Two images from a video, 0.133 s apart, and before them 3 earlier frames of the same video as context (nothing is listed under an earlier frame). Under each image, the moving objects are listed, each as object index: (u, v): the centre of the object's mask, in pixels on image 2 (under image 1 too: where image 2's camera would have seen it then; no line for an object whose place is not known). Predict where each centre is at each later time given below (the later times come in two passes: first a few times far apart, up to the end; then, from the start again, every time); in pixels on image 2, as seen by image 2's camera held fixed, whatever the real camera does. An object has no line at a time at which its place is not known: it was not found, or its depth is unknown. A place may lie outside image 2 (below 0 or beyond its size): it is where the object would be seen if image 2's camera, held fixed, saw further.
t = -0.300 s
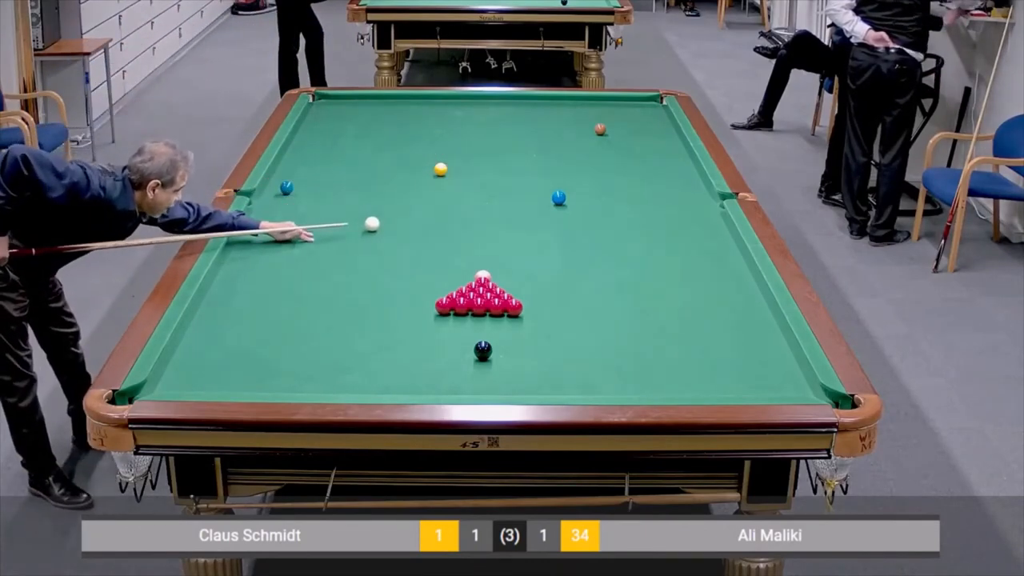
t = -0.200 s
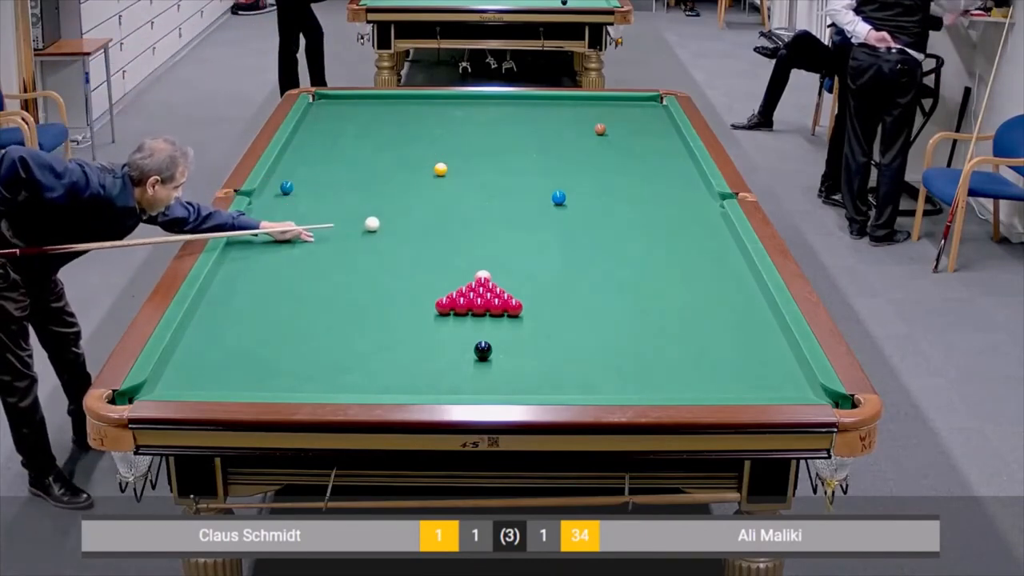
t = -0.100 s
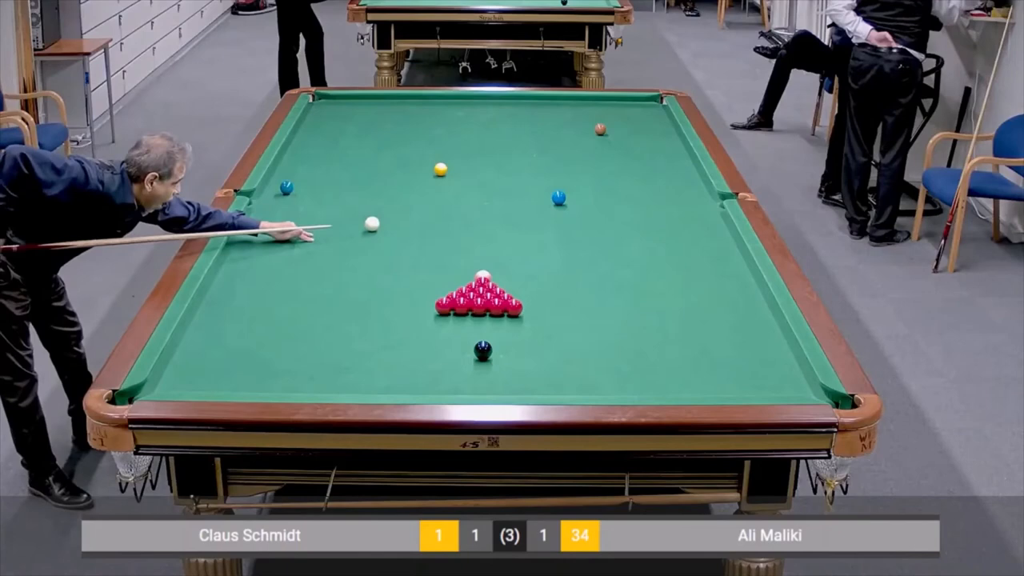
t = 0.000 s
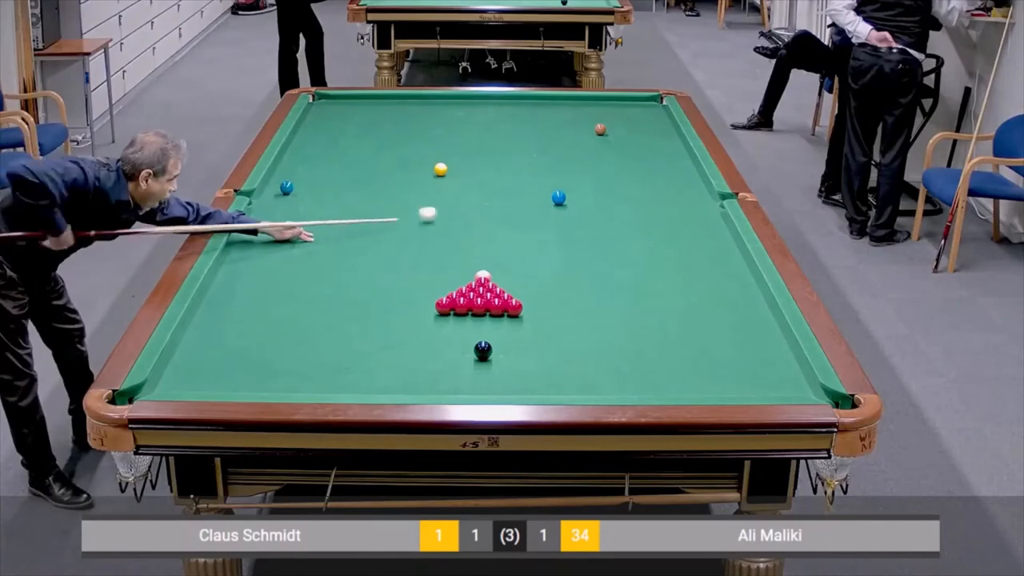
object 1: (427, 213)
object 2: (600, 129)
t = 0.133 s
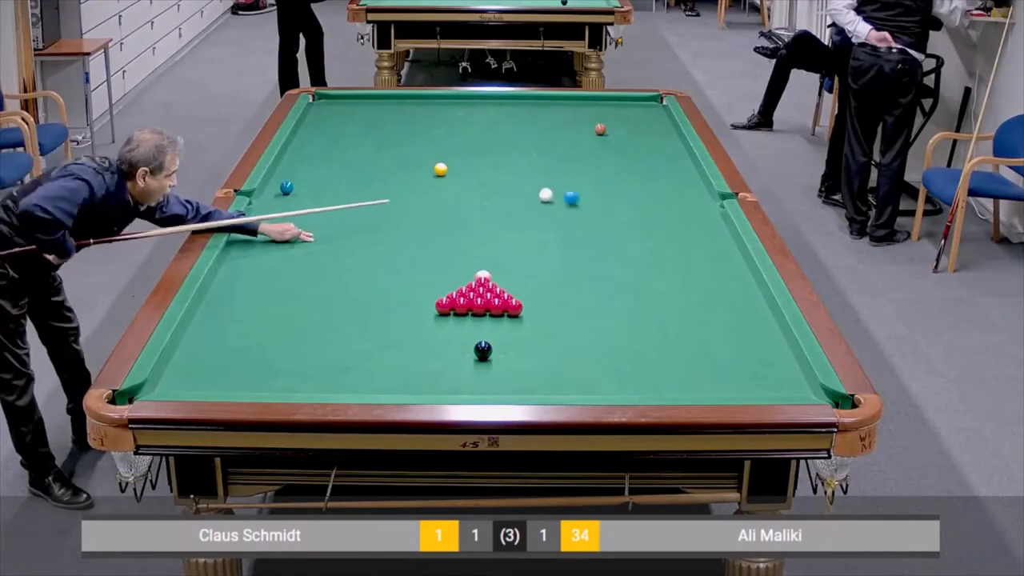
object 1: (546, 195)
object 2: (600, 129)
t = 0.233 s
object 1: (552, 180)
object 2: (600, 129)
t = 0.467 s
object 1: (571, 153)
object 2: (600, 129)
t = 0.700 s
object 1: (590, 131)
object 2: (601, 129)
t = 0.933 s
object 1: (566, 116)
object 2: (641, 125)
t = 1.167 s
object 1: (547, 102)
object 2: (669, 121)
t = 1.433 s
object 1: (522, 103)
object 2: (644, 118)
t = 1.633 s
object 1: (500, 110)
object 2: (629, 115)
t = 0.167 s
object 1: (548, 190)
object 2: (600, 129)
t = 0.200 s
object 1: (550, 185)
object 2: (600, 129)
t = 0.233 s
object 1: (552, 180)
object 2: (600, 129)
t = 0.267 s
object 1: (554, 176)
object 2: (600, 129)
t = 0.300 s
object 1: (557, 172)
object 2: (600, 129)
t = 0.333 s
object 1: (560, 168)
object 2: (600, 129)
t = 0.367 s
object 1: (563, 164)
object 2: (600, 129)
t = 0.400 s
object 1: (566, 160)
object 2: (600, 129)
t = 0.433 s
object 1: (569, 157)
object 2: (600, 129)
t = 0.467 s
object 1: (571, 153)
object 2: (600, 129)
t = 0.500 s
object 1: (574, 150)
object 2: (600, 129)
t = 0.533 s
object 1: (577, 147)
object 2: (600, 129)
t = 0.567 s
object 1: (580, 143)
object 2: (600, 129)
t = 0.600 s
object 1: (582, 140)
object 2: (600, 129)
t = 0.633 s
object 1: (585, 137)
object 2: (600, 129)
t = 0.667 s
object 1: (587, 134)
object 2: (600, 129)
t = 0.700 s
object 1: (590, 131)
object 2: (601, 129)
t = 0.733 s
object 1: (586, 128)
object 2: (606, 128)
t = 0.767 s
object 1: (582, 126)
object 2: (613, 128)
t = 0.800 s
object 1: (578, 124)
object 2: (619, 127)
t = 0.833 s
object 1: (574, 122)
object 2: (625, 126)
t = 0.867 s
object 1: (571, 120)
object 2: (631, 126)
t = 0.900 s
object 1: (568, 118)
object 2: (636, 125)
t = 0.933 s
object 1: (566, 116)
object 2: (641, 125)
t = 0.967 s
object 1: (563, 114)
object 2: (646, 124)
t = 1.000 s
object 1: (560, 112)
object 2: (651, 124)
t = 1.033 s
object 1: (557, 109)
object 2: (655, 123)
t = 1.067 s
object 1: (555, 107)
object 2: (660, 123)
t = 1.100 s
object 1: (552, 106)
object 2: (664, 122)
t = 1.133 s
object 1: (550, 104)
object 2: (668, 122)
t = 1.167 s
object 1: (547, 102)
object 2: (669, 121)
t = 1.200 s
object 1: (545, 100)
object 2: (666, 121)
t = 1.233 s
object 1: (542, 98)
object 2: (662, 120)
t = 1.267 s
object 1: (540, 97)
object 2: (658, 120)
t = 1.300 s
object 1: (536, 98)
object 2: (655, 120)
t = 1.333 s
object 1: (532, 100)
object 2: (652, 119)
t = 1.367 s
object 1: (529, 101)
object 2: (650, 119)
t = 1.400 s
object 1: (525, 102)
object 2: (647, 118)
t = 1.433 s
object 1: (522, 103)
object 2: (644, 118)
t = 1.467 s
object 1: (518, 104)
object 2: (642, 118)
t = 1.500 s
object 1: (514, 106)
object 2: (639, 117)
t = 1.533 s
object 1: (511, 107)
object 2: (636, 117)
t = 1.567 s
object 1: (507, 108)
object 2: (634, 116)
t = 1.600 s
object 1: (504, 109)
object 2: (632, 116)
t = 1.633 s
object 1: (500, 110)
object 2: (629, 115)
